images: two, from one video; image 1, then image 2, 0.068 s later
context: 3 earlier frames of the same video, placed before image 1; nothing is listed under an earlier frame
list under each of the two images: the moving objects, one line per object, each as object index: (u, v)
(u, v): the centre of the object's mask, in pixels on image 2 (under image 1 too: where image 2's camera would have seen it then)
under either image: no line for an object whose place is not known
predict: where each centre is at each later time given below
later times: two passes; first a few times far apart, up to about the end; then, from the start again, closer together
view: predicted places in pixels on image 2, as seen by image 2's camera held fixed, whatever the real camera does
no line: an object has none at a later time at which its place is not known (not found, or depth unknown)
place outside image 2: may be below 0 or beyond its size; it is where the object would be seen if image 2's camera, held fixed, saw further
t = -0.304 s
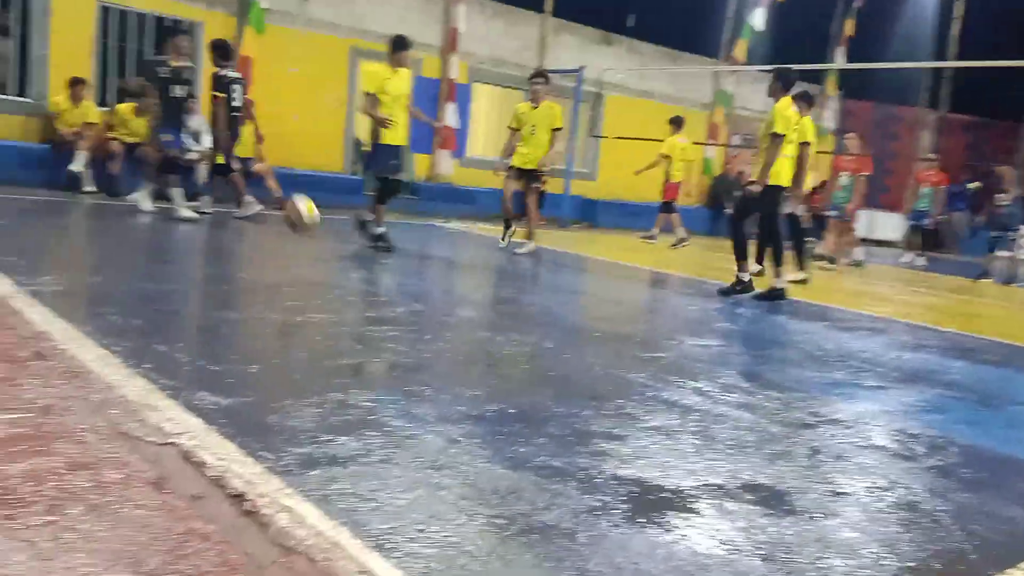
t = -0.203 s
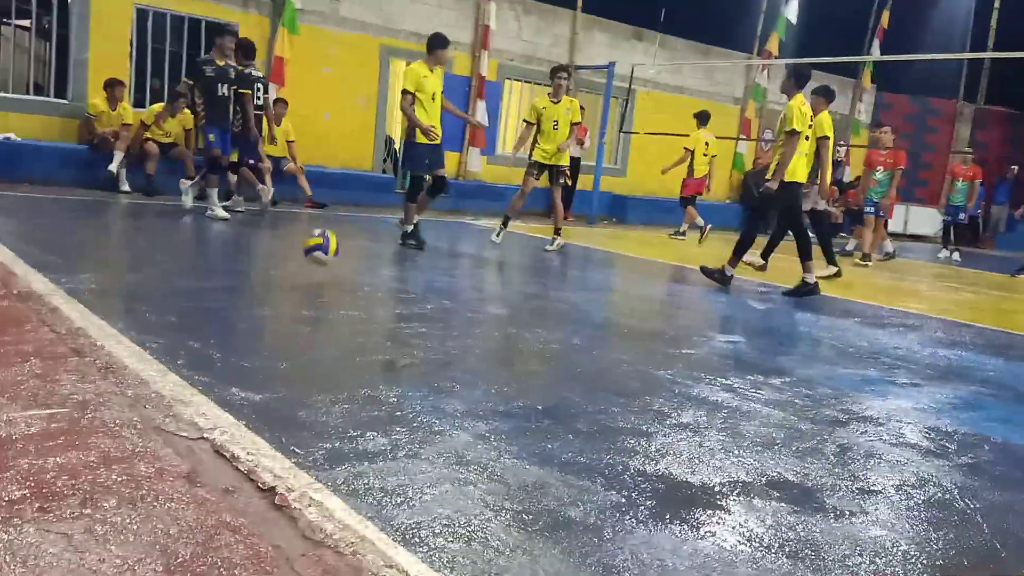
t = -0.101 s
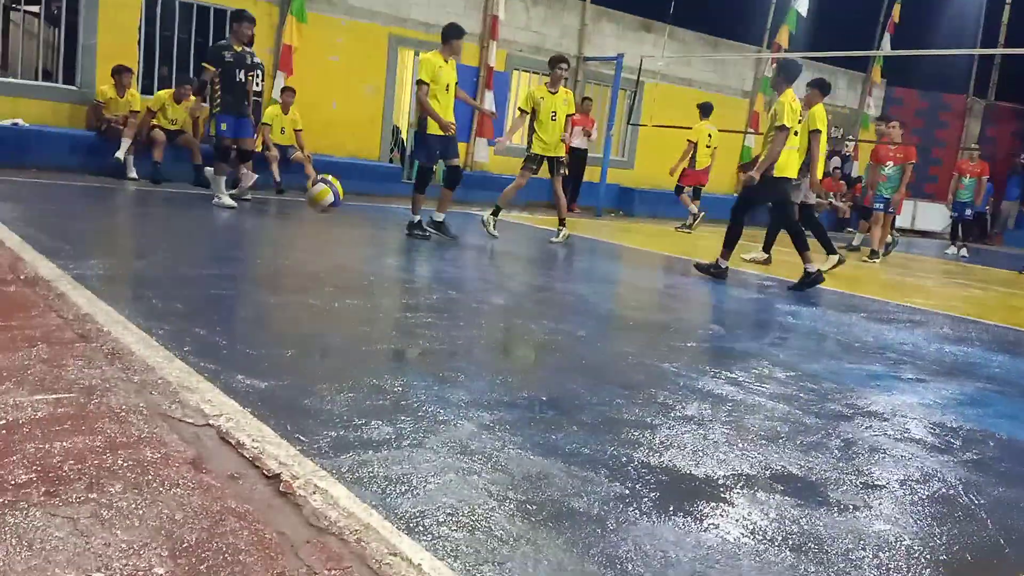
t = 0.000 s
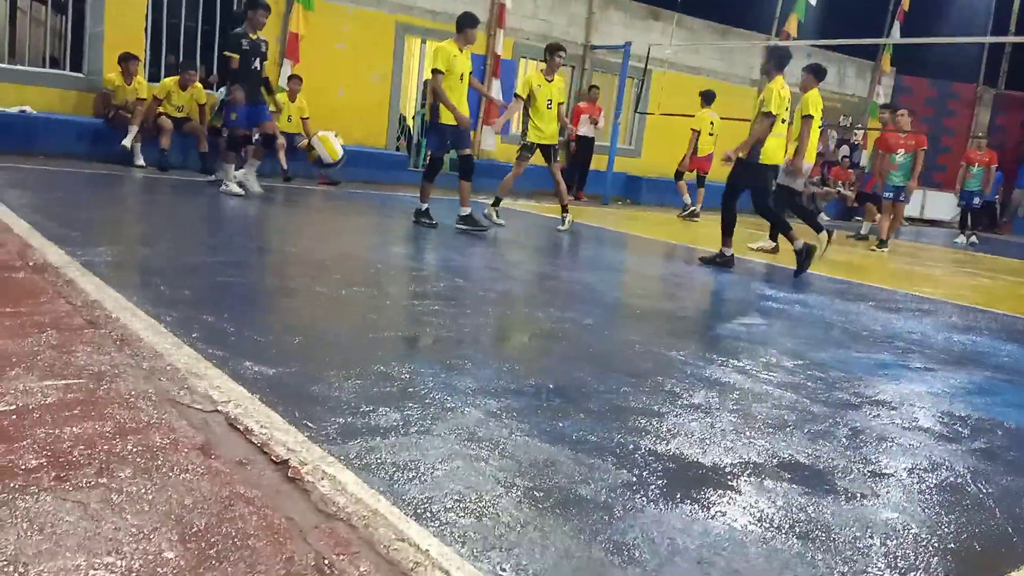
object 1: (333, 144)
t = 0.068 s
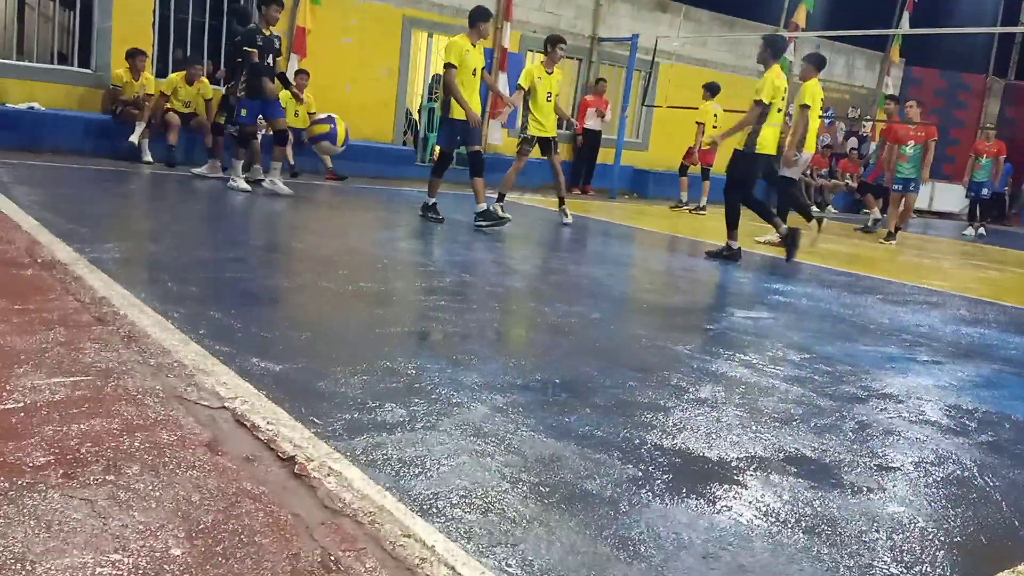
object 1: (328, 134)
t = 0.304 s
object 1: (302, 166)
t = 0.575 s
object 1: (263, 238)
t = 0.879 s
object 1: (213, 214)
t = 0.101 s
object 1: (324, 131)
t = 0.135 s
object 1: (322, 131)
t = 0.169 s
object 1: (319, 133)
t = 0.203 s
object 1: (314, 136)
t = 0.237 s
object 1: (310, 145)
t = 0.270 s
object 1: (307, 153)
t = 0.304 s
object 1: (302, 166)
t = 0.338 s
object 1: (297, 179)
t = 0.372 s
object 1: (292, 200)
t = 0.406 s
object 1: (286, 221)
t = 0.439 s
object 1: (281, 247)
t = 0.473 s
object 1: (274, 278)
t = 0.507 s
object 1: (269, 271)
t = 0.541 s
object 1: (266, 253)
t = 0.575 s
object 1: (263, 238)
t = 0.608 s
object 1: (259, 224)
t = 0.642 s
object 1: (256, 213)
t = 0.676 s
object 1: (250, 205)
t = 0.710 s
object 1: (246, 198)
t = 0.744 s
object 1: (241, 194)
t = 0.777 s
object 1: (234, 194)
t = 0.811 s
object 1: (228, 198)
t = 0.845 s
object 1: (221, 204)
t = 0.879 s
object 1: (213, 214)
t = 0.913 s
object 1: (205, 231)
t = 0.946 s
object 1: (196, 253)
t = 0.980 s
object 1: (186, 279)
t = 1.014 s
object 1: (175, 310)
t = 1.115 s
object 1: (141, 362)
